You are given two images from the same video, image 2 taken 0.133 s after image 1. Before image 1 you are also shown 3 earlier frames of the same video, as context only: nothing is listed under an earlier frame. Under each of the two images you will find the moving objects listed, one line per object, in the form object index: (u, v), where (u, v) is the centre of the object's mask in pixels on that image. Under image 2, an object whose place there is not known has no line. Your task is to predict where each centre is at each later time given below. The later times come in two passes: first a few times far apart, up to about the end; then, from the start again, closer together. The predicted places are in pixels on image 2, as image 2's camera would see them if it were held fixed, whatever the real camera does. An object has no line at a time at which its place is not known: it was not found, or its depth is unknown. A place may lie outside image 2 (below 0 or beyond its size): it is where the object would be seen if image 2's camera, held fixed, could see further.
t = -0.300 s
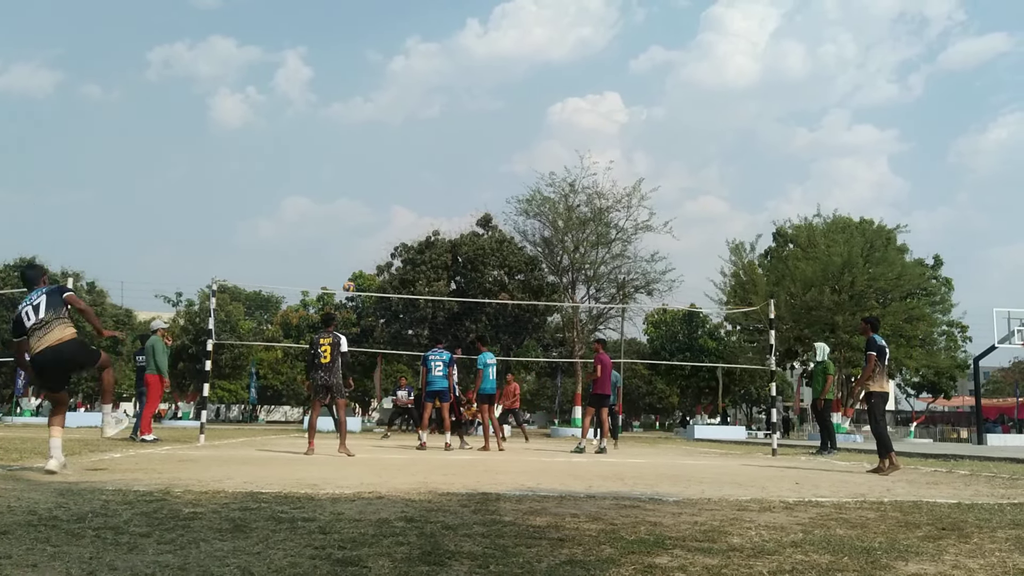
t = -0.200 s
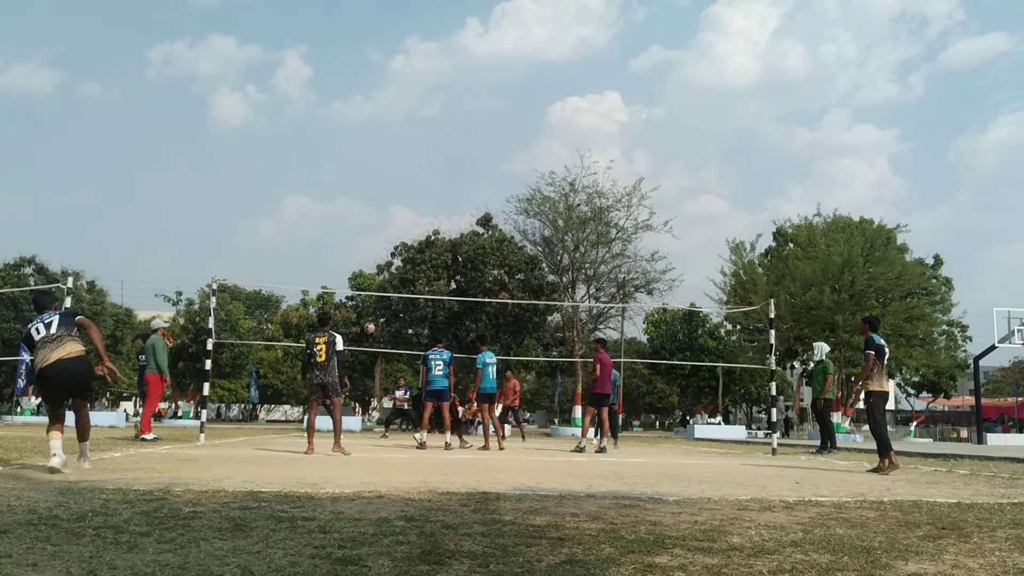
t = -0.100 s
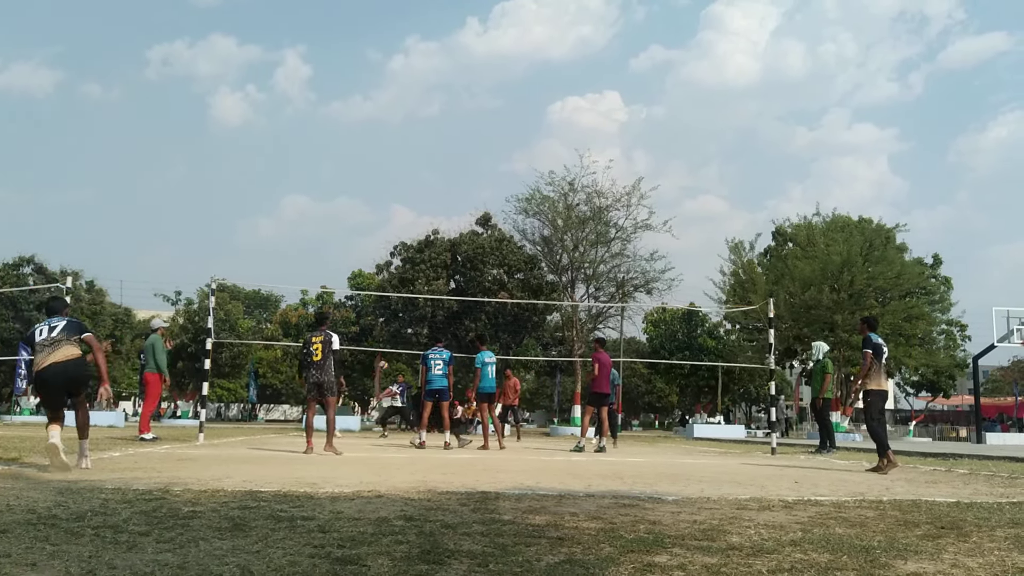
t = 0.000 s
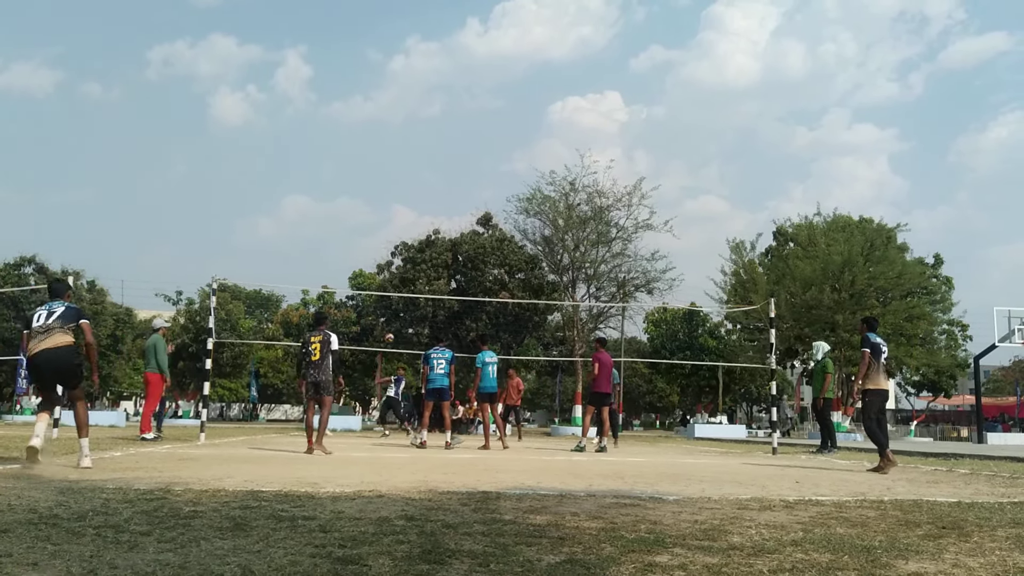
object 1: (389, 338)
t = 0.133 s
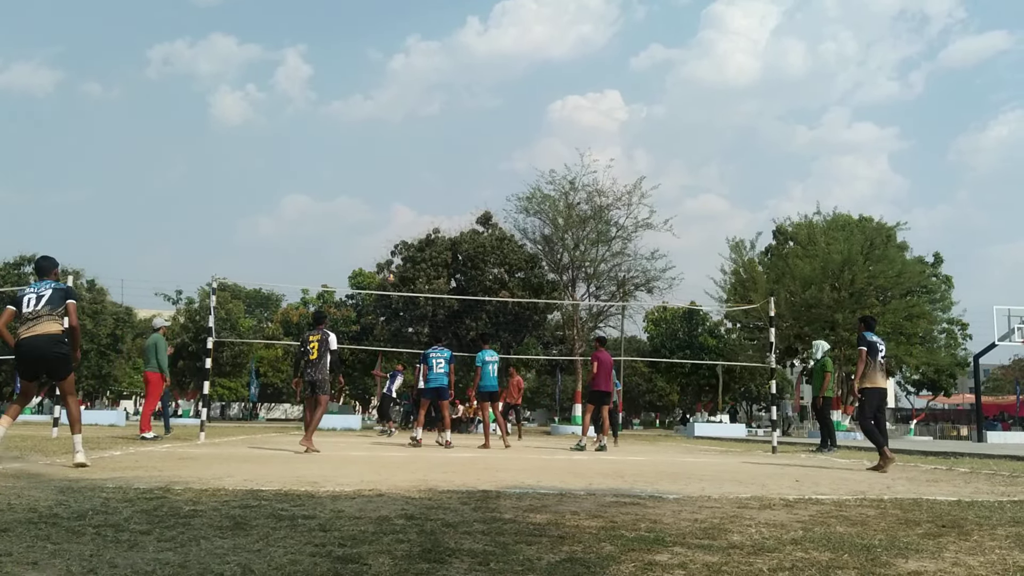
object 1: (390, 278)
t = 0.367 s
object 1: (391, 198)
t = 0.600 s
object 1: (391, 142)
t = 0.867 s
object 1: (391, 107)
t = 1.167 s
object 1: (390, 102)
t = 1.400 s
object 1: (388, 121)
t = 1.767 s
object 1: (383, 188)
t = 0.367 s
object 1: (391, 198)
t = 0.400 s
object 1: (391, 188)
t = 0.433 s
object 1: (391, 179)
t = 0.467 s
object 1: (391, 171)
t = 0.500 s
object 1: (391, 163)
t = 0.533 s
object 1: (392, 156)
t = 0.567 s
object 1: (392, 149)
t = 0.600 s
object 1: (391, 142)
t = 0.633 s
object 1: (392, 136)
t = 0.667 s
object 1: (392, 130)
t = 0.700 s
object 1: (392, 126)
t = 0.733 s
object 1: (392, 122)
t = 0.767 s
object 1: (392, 117)
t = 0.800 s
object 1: (392, 114)
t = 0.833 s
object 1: (392, 110)
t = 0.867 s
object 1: (391, 107)
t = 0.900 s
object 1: (392, 105)
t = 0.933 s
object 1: (392, 103)
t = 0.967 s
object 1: (391, 102)
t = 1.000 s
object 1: (391, 101)
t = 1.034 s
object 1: (391, 101)
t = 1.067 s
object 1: (391, 100)
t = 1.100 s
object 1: (391, 100)
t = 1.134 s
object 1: (391, 101)
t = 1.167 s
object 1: (390, 102)
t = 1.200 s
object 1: (390, 104)
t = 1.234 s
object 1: (390, 105)
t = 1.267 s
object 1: (389, 107)
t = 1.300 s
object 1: (389, 110)
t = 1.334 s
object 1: (389, 113)
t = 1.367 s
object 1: (389, 117)
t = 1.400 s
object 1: (388, 121)
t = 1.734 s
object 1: (383, 181)
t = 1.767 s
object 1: (383, 188)
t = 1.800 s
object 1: (382, 197)
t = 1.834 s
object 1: (382, 206)
